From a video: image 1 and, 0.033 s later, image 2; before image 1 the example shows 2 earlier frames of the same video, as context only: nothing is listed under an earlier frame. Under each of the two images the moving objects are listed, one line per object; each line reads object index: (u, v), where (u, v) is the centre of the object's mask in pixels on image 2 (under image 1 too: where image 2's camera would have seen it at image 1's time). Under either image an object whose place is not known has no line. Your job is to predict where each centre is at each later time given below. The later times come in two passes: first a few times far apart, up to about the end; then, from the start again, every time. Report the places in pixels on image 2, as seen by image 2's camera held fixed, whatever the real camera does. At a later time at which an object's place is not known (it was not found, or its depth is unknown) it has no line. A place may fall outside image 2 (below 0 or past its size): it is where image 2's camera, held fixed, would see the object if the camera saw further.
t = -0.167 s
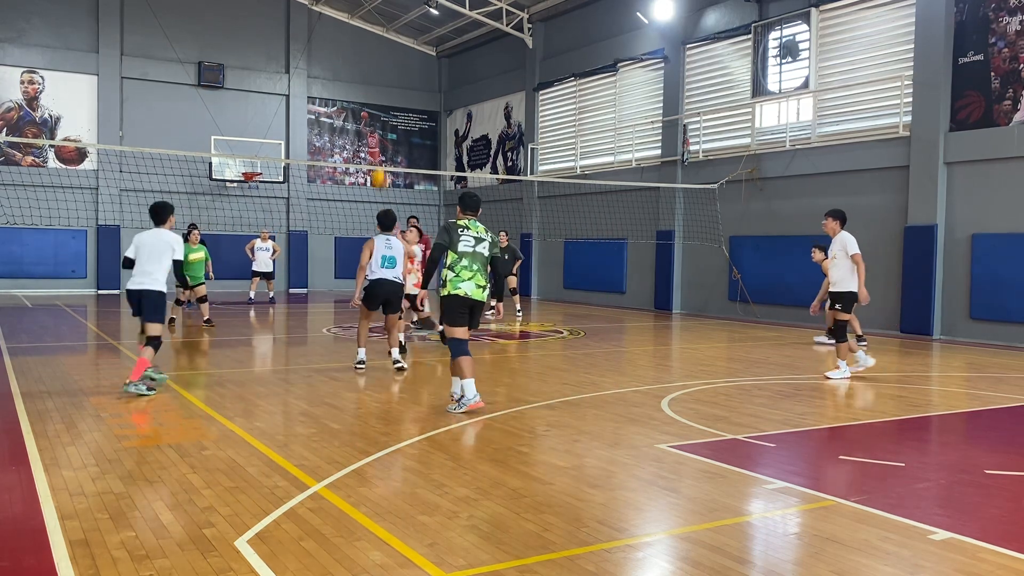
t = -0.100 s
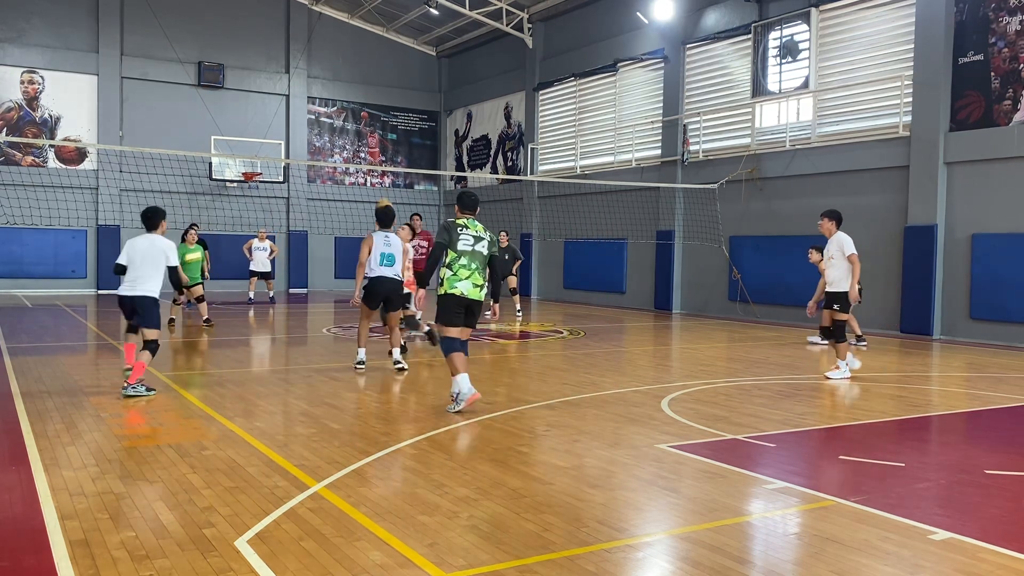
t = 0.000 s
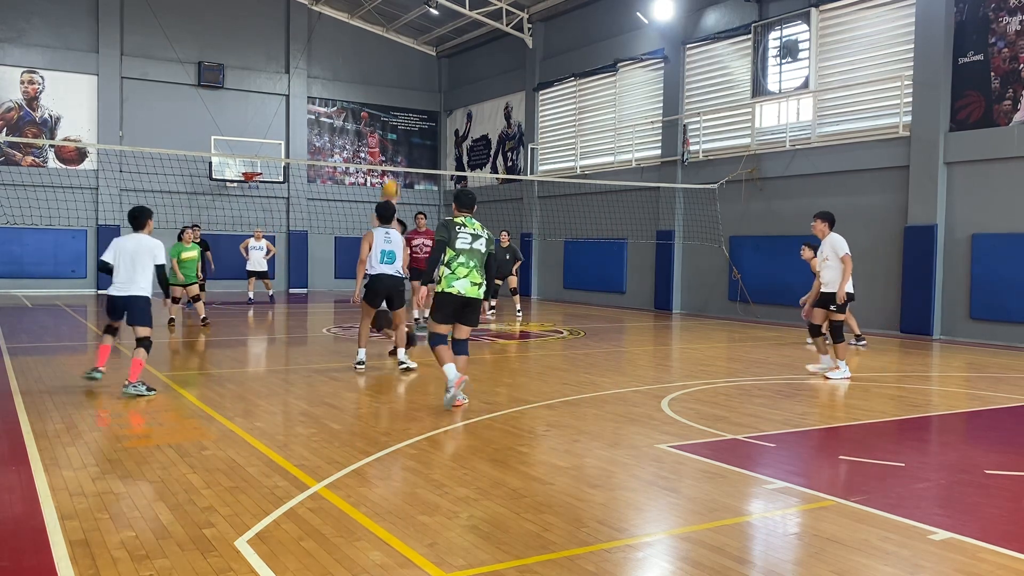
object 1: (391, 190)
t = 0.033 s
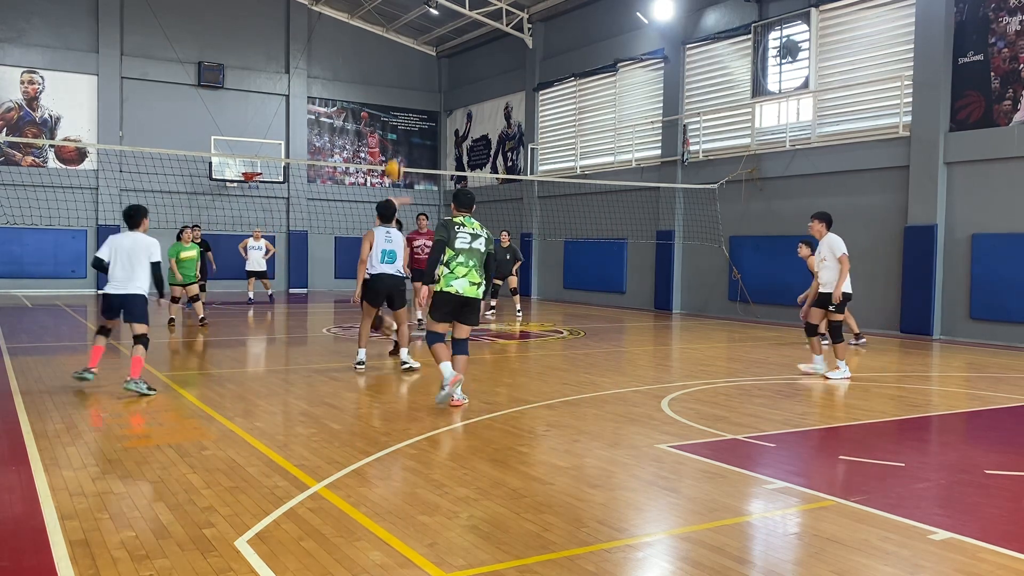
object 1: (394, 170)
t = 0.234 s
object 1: (412, 79)
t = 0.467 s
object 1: (430, 23)
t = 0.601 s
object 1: (440, 13)
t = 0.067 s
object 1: (397, 153)
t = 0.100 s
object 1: (400, 136)
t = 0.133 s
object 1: (403, 120)
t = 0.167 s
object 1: (406, 105)
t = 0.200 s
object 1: (409, 92)
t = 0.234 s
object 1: (412, 79)
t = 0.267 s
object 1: (414, 68)
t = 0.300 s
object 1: (417, 58)
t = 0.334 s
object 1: (420, 49)
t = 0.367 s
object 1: (422, 41)
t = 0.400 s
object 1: (425, 34)
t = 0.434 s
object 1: (427, 28)
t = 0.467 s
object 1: (430, 23)
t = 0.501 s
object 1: (433, 19)
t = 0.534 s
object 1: (435, 16)
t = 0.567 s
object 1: (438, 14)
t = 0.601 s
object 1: (440, 13)
